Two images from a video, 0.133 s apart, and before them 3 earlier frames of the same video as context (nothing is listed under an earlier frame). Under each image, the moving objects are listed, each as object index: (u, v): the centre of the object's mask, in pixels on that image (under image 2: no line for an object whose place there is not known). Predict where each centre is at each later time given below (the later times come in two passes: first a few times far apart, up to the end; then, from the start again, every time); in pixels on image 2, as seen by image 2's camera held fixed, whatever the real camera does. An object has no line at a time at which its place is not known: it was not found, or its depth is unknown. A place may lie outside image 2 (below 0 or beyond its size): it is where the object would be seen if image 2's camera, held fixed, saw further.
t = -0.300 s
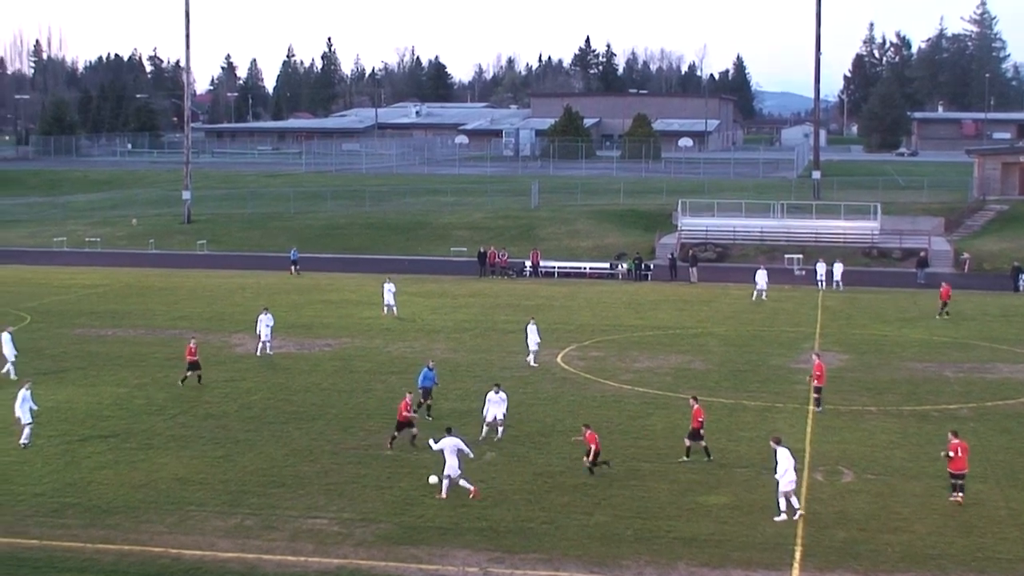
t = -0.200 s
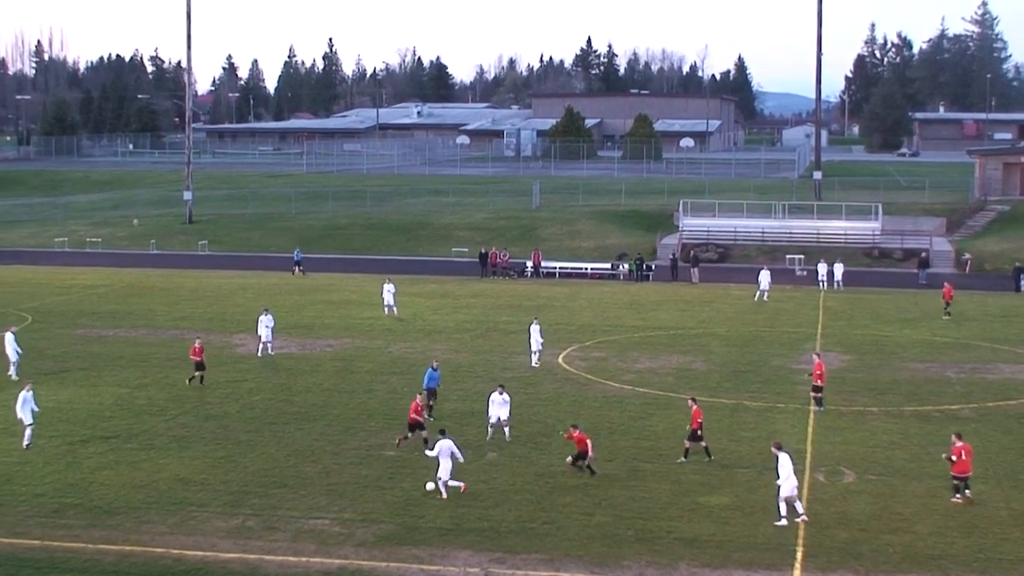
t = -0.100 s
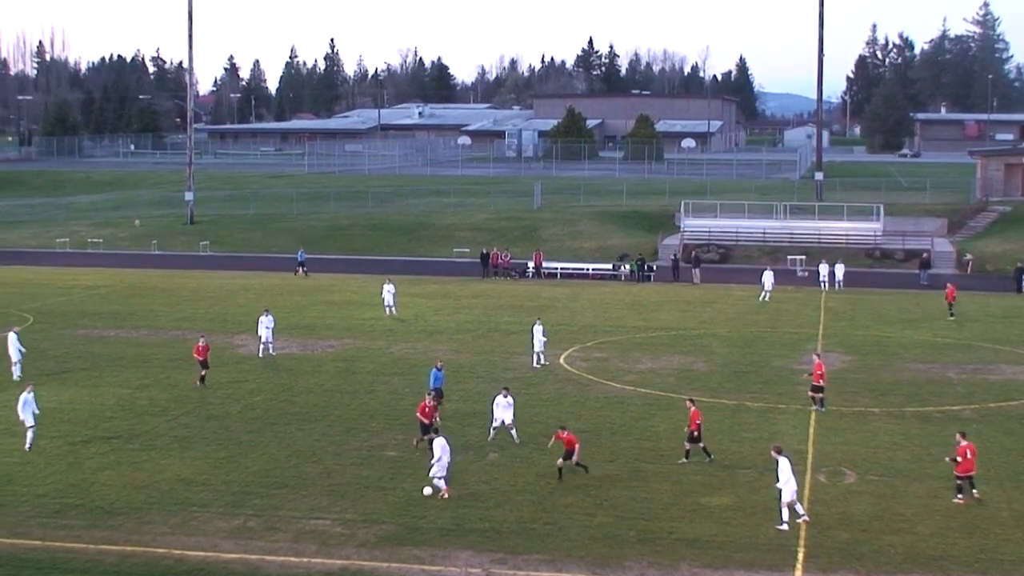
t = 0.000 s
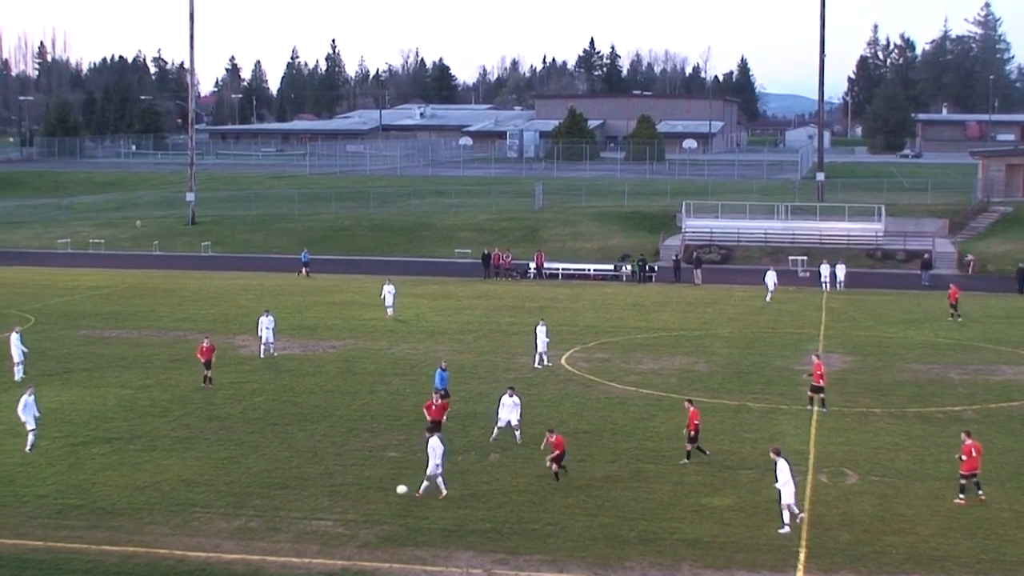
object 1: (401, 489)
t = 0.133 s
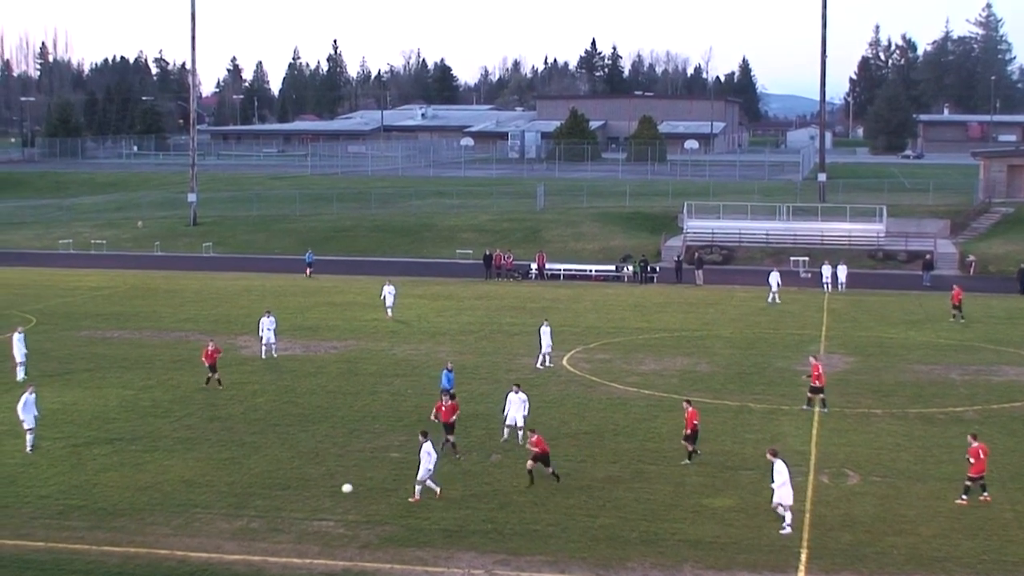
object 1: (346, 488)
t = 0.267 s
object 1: (296, 483)
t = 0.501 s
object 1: (216, 479)
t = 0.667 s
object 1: (166, 476)
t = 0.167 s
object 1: (333, 488)
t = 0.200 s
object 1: (320, 487)
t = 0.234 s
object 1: (308, 485)
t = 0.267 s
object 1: (296, 483)
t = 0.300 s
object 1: (284, 483)
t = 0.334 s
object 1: (272, 482)
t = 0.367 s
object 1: (260, 482)
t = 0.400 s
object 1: (248, 482)
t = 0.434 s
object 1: (237, 482)
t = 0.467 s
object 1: (227, 480)
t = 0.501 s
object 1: (216, 479)
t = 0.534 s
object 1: (206, 478)
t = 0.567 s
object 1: (195, 478)
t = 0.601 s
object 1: (185, 478)
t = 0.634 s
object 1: (176, 477)
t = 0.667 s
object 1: (166, 476)
